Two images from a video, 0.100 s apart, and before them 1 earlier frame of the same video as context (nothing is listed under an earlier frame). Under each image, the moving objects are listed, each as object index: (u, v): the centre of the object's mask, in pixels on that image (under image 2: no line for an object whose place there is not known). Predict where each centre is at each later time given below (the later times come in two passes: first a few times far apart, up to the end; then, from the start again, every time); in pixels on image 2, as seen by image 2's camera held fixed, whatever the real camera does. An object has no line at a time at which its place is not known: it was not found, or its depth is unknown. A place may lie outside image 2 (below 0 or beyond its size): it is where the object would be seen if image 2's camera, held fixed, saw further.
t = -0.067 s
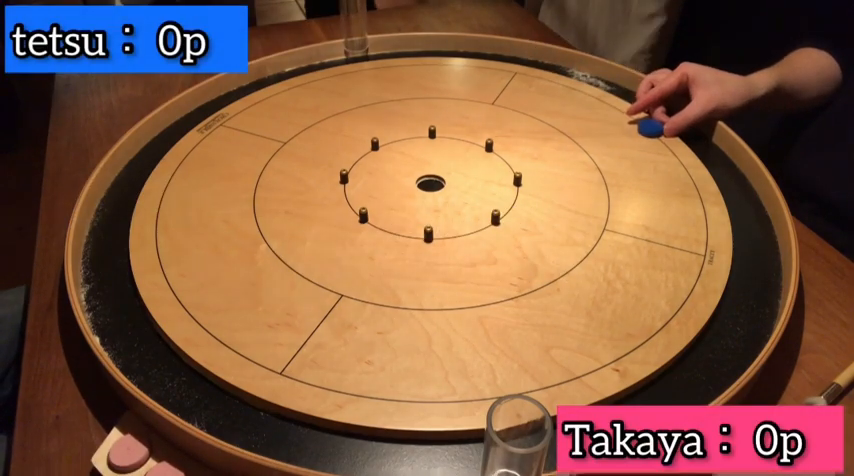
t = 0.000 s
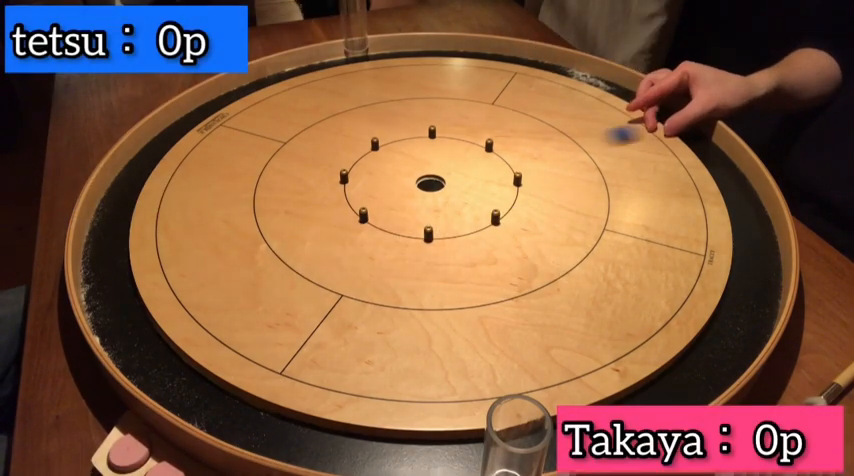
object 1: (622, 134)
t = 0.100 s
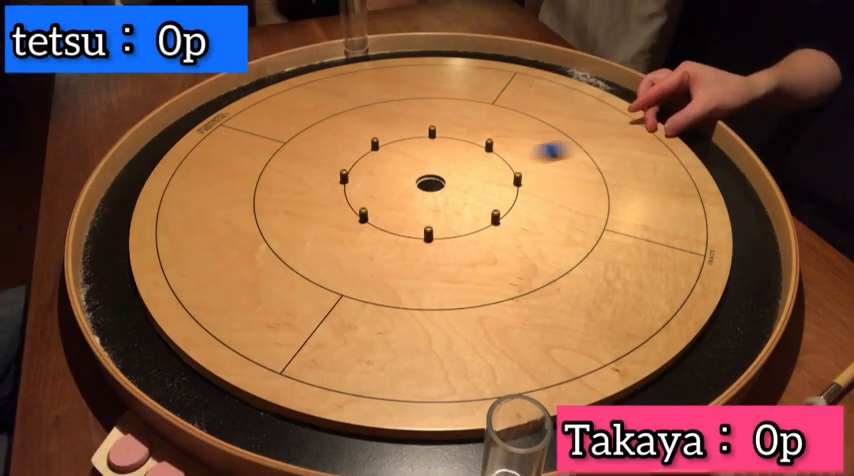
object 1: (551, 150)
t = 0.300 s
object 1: (430, 179)
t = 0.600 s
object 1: (459, 182)
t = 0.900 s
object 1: (459, 182)
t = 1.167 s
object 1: (459, 182)
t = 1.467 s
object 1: (459, 182)
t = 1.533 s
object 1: (459, 182)
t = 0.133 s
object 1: (529, 155)
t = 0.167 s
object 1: (507, 161)
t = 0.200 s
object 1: (484, 165)
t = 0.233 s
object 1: (464, 170)
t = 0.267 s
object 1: (444, 175)
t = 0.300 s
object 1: (430, 179)
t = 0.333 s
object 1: (433, 178)
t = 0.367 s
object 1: (439, 181)
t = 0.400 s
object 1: (444, 181)
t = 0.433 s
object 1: (449, 178)
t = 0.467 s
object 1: (453, 180)
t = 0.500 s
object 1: (456, 182)
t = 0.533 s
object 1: (459, 182)
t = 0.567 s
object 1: (459, 182)
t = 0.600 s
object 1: (459, 182)
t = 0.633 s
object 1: (459, 182)
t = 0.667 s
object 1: (459, 182)
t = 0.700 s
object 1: (459, 182)
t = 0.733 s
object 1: (459, 182)
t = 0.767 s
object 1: (459, 182)
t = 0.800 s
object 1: (459, 182)
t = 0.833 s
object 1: (459, 182)
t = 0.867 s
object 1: (459, 182)
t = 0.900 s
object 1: (459, 182)
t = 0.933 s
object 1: (459, 182)
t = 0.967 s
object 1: (459, 182)
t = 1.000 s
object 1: (459, 182)
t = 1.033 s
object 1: (459, 182)
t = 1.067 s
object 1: (459, 182)
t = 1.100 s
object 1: (459, 182)
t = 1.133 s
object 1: (459, 182)
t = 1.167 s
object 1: (459, 182)
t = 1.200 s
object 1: (459, 182)
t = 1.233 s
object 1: (459, 182)
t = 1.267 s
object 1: (459, 182)
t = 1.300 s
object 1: (459, 182)
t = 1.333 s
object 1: (459, 182)
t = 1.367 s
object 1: (459, 182)
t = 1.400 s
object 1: (459, 182)
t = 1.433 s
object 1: (459, 182)
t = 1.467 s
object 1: (459, 182)
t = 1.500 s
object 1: (459, 182)
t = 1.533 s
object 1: (459, 182)
